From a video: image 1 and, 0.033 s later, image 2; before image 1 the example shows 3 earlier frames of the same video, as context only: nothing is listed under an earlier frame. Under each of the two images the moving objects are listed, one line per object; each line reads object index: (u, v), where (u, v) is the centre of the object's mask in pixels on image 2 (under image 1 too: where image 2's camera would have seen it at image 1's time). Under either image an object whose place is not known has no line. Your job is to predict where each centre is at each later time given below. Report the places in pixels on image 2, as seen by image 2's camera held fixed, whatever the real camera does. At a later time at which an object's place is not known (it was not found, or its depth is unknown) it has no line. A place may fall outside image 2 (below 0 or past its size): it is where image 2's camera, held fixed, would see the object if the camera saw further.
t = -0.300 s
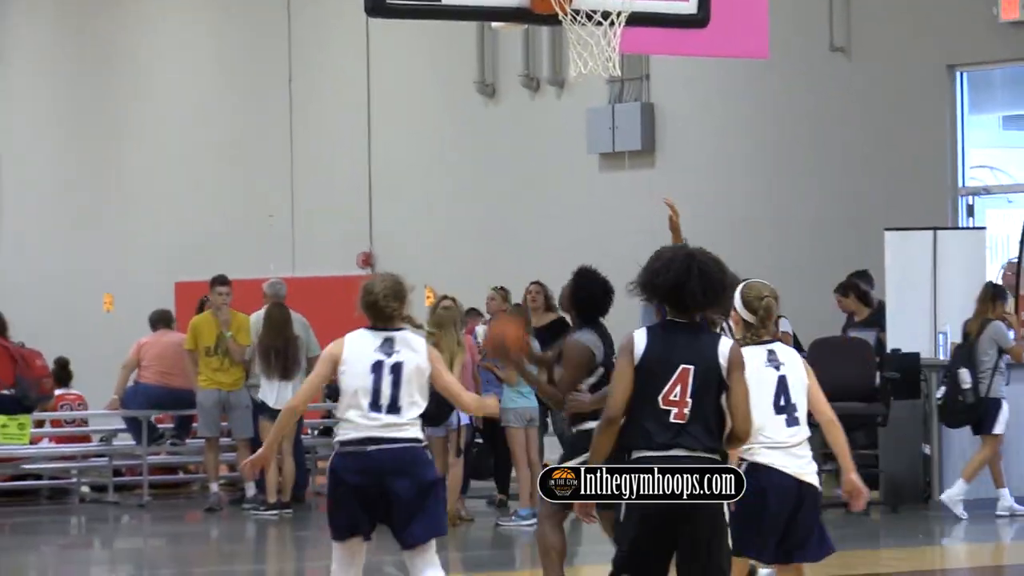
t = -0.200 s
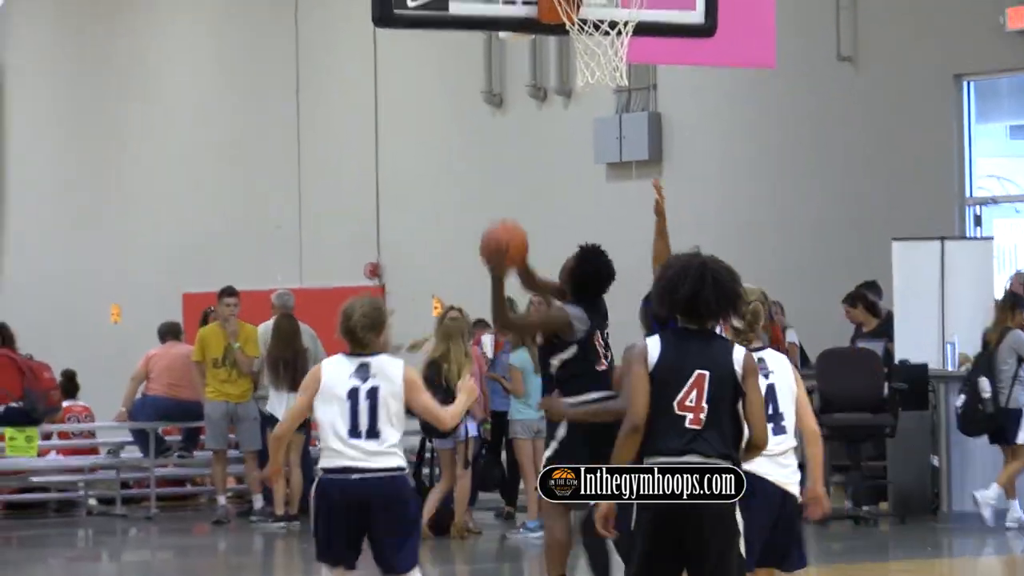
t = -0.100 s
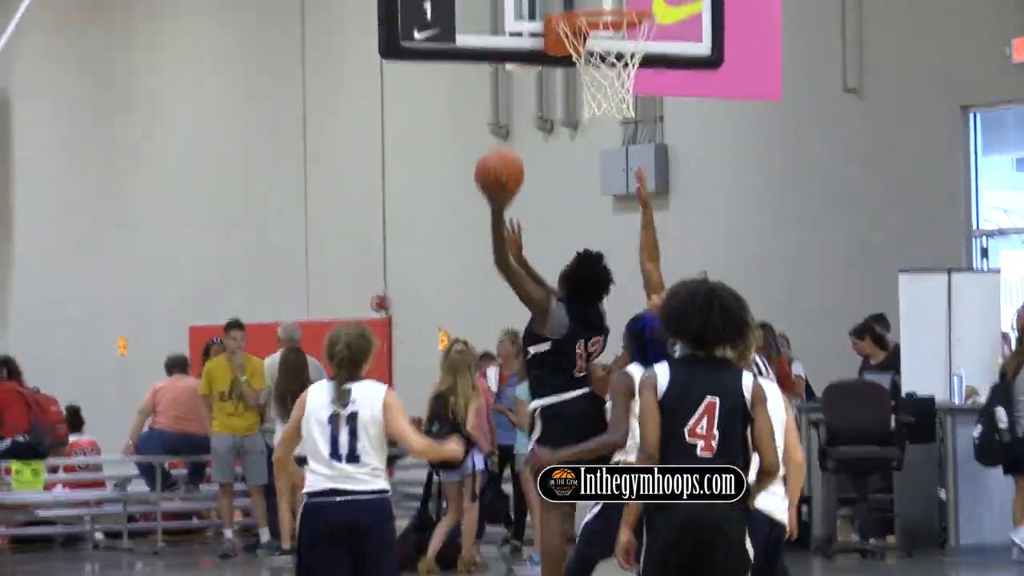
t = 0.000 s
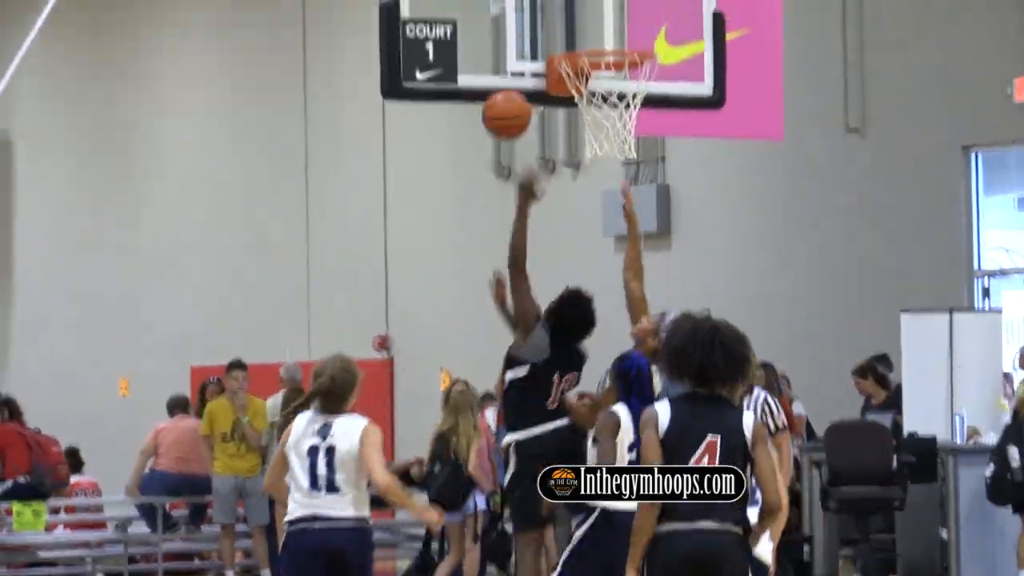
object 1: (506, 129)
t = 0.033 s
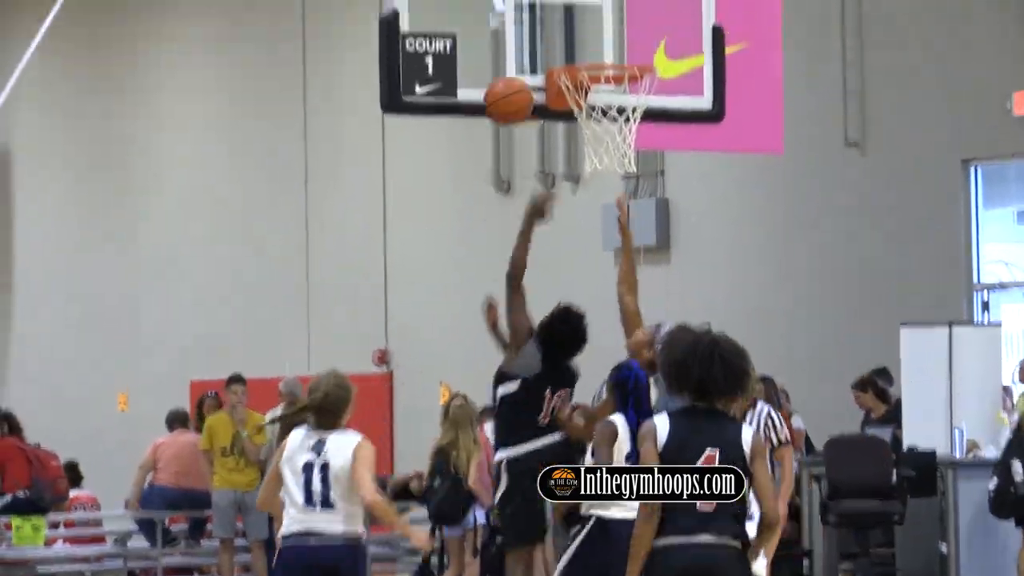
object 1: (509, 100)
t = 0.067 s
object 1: (510, 74)
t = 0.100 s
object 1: (512, 50)
